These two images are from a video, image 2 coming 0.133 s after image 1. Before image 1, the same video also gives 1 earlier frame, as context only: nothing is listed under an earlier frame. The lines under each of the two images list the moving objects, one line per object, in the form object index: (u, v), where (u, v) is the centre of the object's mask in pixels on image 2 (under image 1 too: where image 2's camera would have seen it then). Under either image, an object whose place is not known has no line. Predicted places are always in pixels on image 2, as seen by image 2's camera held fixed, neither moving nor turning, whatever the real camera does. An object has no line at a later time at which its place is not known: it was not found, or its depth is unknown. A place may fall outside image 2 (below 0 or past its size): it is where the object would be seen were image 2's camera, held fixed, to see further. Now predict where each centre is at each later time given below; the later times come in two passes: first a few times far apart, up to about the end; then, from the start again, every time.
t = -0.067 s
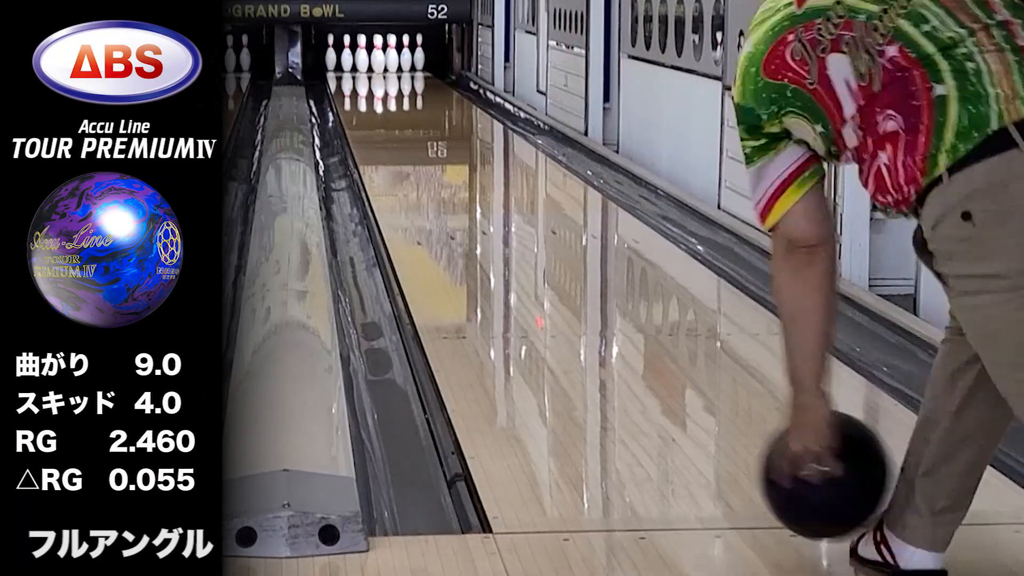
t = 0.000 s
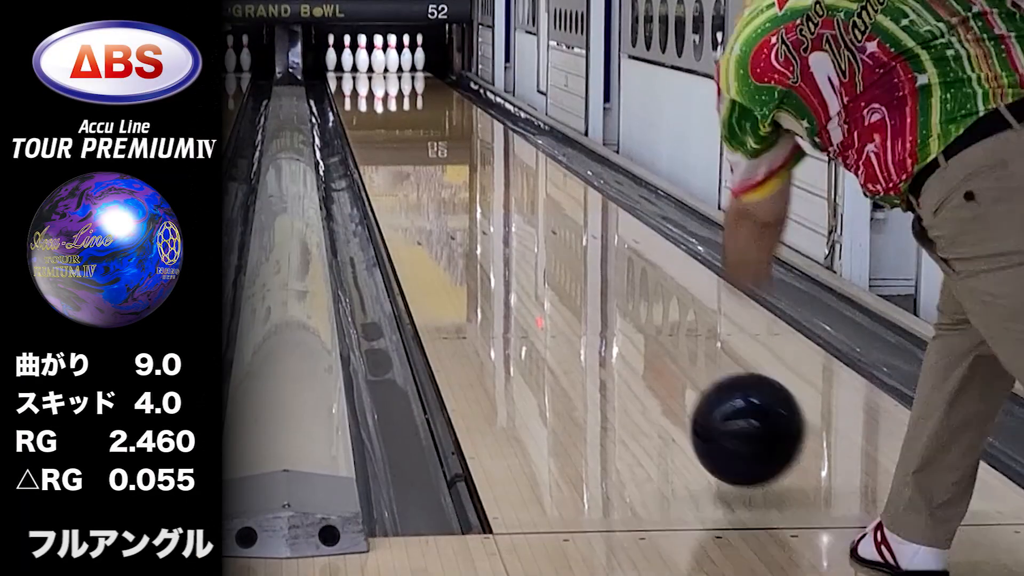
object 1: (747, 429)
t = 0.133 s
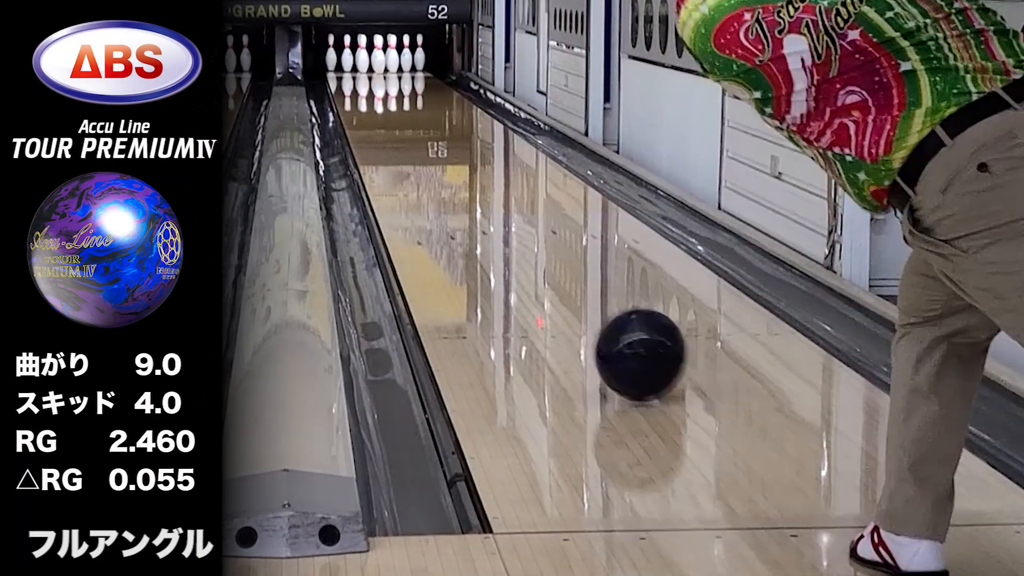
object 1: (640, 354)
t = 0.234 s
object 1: (585, 307)
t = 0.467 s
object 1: (498, 230)
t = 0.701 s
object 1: (445, 183)
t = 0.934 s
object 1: (411, 151)
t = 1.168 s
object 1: (386, 128)
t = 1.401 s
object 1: (369, 110)
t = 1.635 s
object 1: (357, 95)
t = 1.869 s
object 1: (351, 85)
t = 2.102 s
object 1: (354, 76)
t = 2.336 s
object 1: (364, 69)
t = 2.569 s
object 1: (370, 63)
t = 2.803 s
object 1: (372, 61)
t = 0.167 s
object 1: (619, 337)
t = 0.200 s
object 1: (601, 321)
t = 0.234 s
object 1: (585, 307)
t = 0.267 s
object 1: (569, 292)
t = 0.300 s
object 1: (555, 280)
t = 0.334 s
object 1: (542, 269)
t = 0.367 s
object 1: (529, 258)
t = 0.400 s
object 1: (518, 248)
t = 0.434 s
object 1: (508, 239)
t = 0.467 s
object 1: (498, 230)
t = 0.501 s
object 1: (489, 222)
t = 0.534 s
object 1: (481, 214)
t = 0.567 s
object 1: (473, 207)
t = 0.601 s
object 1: (465, 201)
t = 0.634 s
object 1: (458, 194)
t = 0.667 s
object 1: (452, 189)
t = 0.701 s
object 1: (445, 183)
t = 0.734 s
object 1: (440, 178)
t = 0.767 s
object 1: (434, 173)
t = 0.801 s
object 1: (429, 168)
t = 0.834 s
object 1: (424, 164)
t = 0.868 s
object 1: (419, 159)
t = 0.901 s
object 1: (415, 155)
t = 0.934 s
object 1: (411, 151)
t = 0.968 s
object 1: (406, 147)
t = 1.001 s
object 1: (402, 143)
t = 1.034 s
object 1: (399, 140)
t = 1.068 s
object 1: (395, 137)
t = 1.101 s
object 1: (392, 134)
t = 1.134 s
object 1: (389, 131)
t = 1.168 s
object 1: (386, 128)
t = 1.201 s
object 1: (383, 125)
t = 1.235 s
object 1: (380, 122)
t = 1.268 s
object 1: (378, 119)
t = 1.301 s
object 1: (375, 117)
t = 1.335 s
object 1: (373, 115)
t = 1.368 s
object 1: (371, 112)
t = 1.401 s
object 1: (369, 110)
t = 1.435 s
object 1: (367, 108)
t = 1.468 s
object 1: (365, 105)
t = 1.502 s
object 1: (363, 103)
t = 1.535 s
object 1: (361, 101)
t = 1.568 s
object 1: (360, 99)
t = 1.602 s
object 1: (358, 97)
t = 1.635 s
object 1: (357, 95)
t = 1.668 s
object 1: (356, 93)
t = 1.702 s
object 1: (354, 92)
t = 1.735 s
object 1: (353, 90)
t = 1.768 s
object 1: (353, 89)
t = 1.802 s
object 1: (352, 87)
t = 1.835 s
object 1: (351, 86)
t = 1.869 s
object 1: (351, 85)
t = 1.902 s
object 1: (351, 84)
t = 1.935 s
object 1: (351, 82)
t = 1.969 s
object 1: (351, 80)
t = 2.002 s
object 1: (352, 80)
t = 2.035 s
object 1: (352, 78)
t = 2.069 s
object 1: (353, 76)
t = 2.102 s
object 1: (354, 76)
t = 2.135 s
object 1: (355, 74)
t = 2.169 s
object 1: (357, 73)
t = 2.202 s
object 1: (359, 72)
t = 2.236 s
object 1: (360, 72)
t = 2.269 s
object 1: (361, 71)
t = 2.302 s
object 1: (362, 70)
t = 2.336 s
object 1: (364, 69)
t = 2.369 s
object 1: (364, 68)
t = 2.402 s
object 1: (366, 67)
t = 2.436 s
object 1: (368, 66)
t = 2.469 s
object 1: (369, 65)
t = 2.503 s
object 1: (370, 64)
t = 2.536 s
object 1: (371, 64)
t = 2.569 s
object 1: (370, 63)
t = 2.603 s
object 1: (370, 63)
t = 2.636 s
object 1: (371, 63)
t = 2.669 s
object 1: (371, 62)
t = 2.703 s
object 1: (371, 61)
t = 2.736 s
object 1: (372, 62)
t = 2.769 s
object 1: (372, 61)
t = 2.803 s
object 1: (372, 61)
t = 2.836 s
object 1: (376, 62)
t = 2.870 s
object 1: (377, 61)
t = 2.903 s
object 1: (379, 63)
